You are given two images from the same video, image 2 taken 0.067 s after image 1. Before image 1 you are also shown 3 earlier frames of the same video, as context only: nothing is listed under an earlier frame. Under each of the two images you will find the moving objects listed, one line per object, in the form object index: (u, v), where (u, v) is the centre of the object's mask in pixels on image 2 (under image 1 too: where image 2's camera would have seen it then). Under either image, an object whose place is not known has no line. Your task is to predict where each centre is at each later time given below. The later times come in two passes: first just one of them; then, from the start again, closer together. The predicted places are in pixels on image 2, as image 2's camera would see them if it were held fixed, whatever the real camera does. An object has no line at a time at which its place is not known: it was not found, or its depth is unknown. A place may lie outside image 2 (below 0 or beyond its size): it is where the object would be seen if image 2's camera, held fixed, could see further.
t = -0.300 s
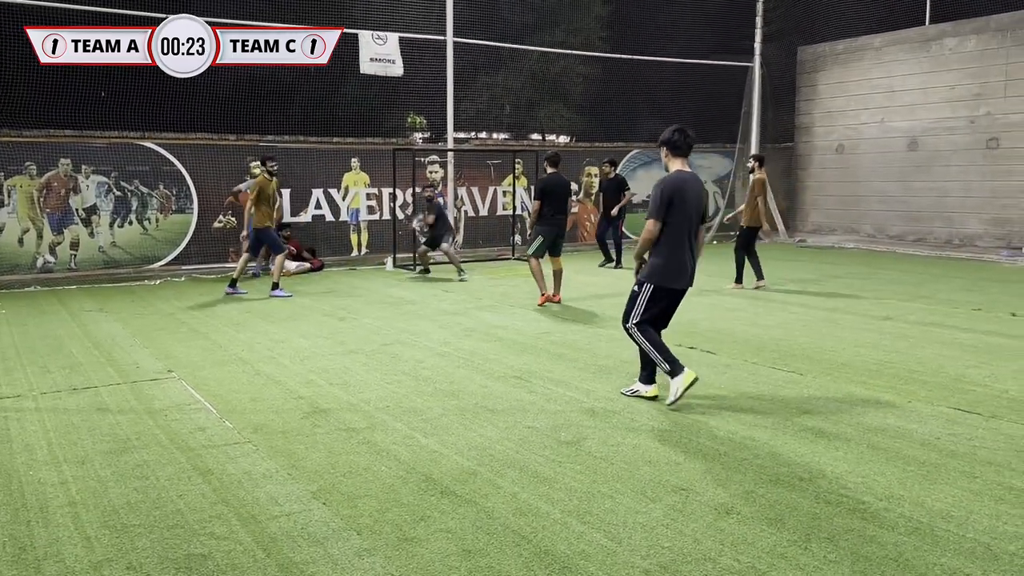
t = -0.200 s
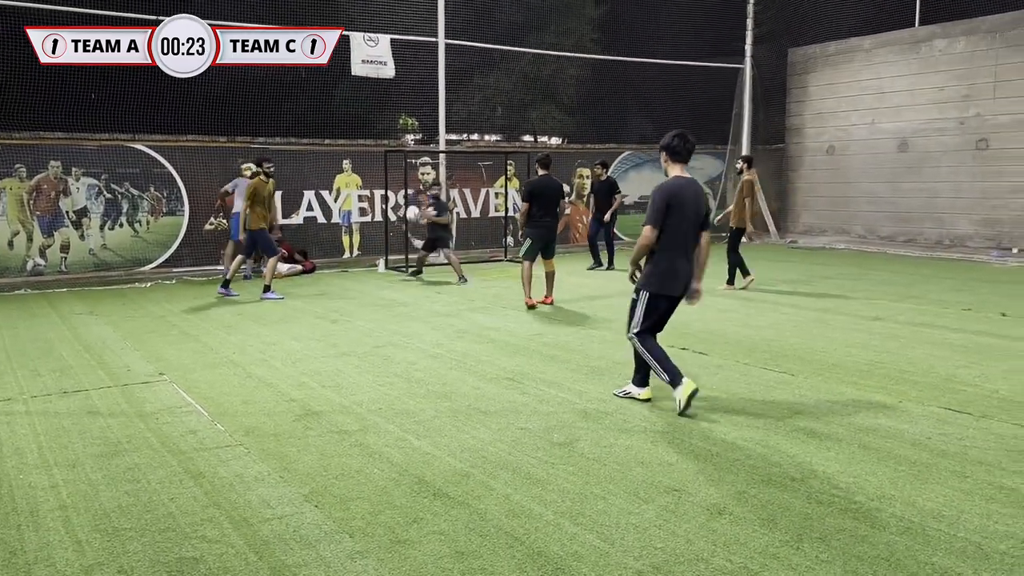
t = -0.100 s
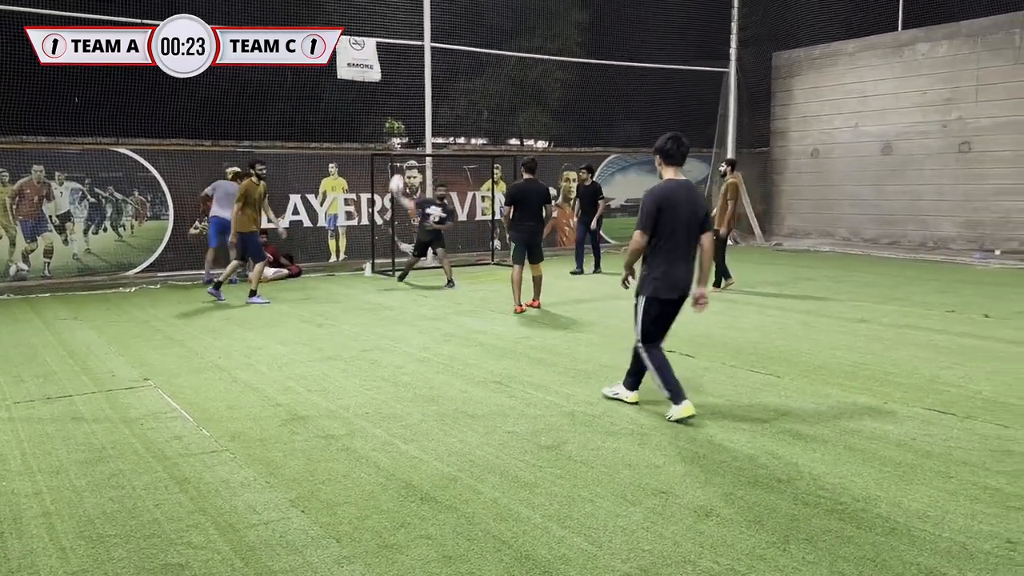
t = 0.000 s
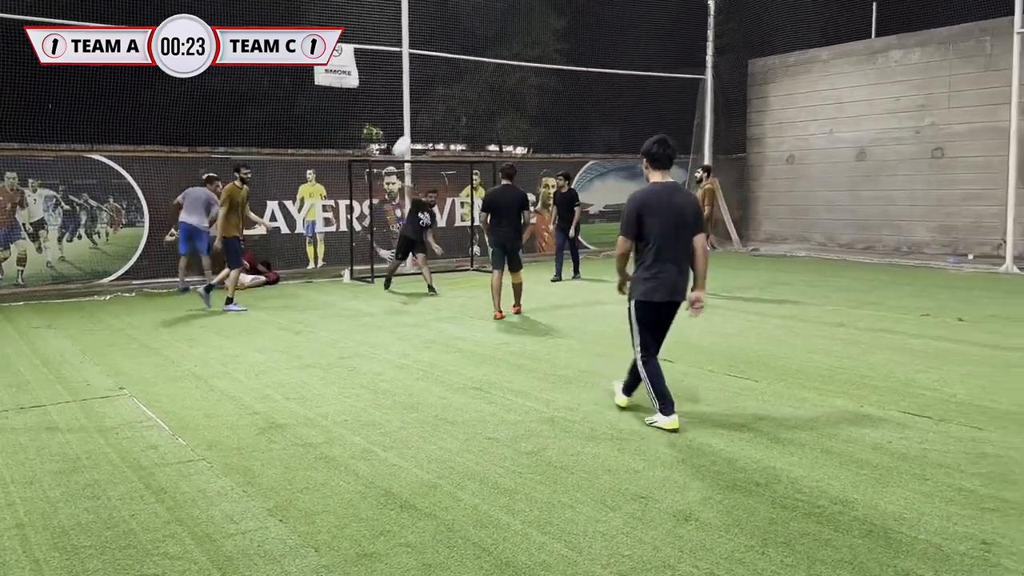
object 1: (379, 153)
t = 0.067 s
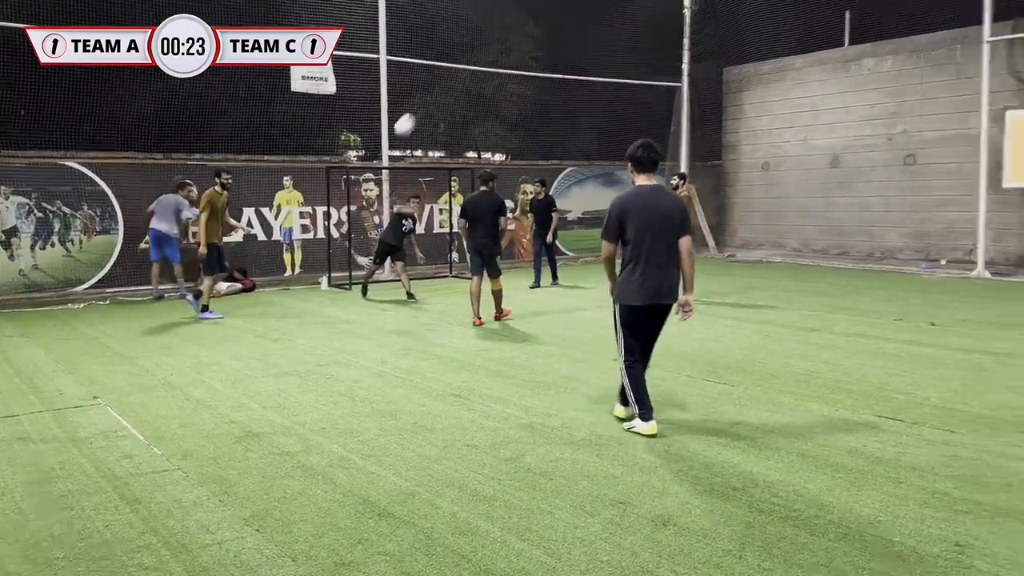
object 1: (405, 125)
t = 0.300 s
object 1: (531, 18)
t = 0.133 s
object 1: (433, 96)
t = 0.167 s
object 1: (449, 81)
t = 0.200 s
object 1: (468, 66)
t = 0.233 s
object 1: (487, 51)
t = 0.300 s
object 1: (531, 18)
